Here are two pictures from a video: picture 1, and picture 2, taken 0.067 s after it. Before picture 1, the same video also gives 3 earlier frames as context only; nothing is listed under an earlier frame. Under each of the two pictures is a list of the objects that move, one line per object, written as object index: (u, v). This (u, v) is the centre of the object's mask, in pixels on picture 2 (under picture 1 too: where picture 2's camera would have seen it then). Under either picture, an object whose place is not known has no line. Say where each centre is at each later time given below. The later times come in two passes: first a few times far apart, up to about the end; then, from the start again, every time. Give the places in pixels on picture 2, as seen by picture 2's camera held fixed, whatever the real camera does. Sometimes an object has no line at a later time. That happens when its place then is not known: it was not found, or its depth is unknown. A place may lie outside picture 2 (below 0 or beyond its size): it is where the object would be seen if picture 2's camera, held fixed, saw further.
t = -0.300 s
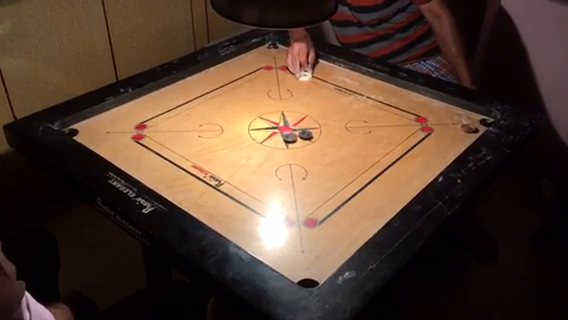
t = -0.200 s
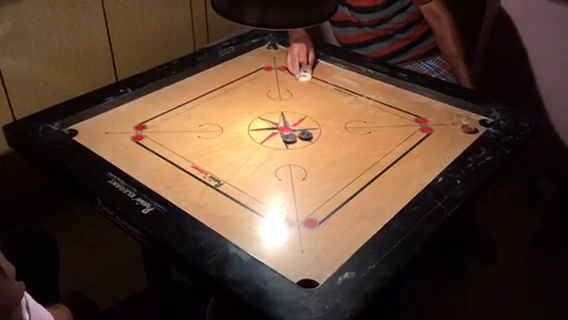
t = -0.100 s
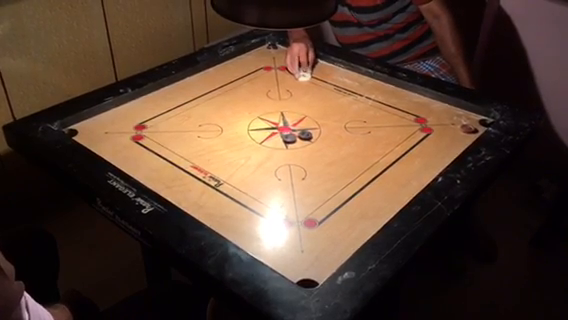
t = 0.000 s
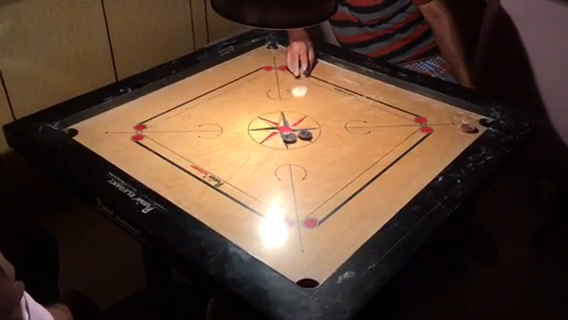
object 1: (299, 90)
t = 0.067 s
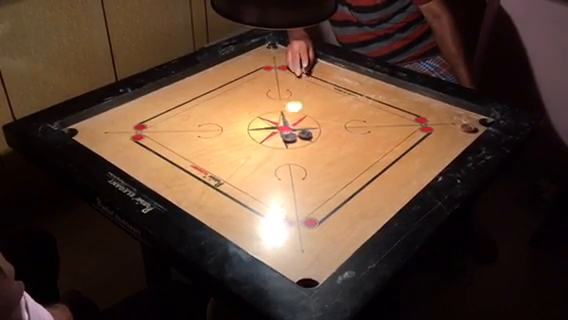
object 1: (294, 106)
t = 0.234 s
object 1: (280, 137)
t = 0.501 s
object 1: (264, 157)
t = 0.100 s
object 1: (291, 114)
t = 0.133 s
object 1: (288, 122)
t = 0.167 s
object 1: (286, 129)
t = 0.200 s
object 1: (283, 133)
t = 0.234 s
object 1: (280, 137)
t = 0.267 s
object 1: (277, 141)
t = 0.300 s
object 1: (274, 143)
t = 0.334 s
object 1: (272, 147)
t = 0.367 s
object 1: (270, 150)
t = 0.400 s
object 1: (268, 152)
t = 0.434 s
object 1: (266, 154)
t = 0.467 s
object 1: (265, 156)
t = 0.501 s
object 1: (264, 157)
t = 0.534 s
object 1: (263, 158)
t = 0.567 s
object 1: (263, 159)
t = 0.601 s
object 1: (262, 159)
